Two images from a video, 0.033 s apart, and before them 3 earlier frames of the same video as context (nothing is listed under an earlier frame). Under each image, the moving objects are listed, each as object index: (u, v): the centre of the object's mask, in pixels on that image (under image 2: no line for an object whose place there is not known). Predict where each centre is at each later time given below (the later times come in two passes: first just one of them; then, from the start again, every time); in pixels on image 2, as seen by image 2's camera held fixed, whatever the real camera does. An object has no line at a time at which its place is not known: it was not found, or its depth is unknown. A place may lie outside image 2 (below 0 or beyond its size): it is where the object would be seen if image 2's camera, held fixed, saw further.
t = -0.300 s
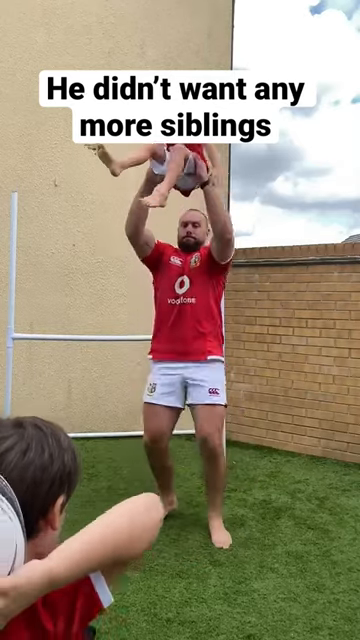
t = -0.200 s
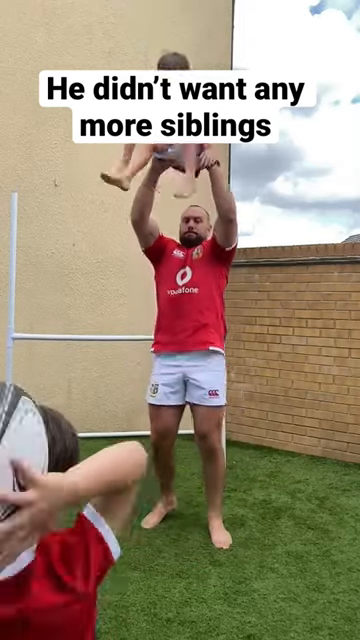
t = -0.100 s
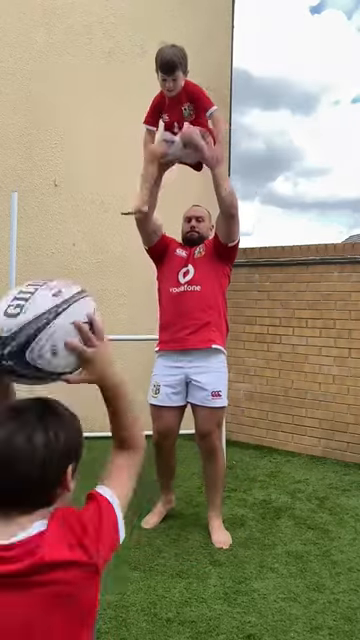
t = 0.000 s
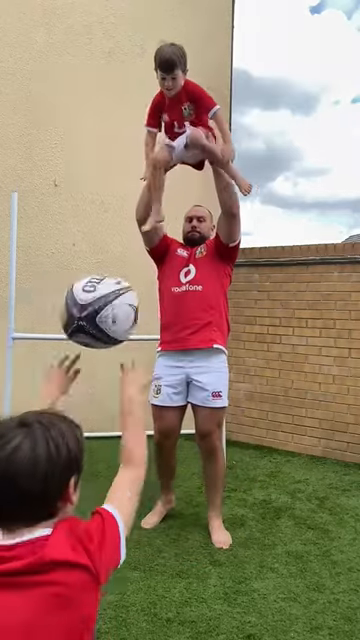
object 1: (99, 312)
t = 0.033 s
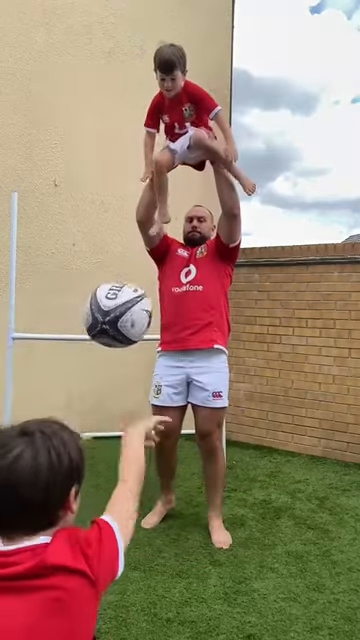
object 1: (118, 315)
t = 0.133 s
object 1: (140, 323)
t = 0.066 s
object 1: (123, 316)
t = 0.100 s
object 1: (132, 319)
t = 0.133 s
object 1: (140, 323)
